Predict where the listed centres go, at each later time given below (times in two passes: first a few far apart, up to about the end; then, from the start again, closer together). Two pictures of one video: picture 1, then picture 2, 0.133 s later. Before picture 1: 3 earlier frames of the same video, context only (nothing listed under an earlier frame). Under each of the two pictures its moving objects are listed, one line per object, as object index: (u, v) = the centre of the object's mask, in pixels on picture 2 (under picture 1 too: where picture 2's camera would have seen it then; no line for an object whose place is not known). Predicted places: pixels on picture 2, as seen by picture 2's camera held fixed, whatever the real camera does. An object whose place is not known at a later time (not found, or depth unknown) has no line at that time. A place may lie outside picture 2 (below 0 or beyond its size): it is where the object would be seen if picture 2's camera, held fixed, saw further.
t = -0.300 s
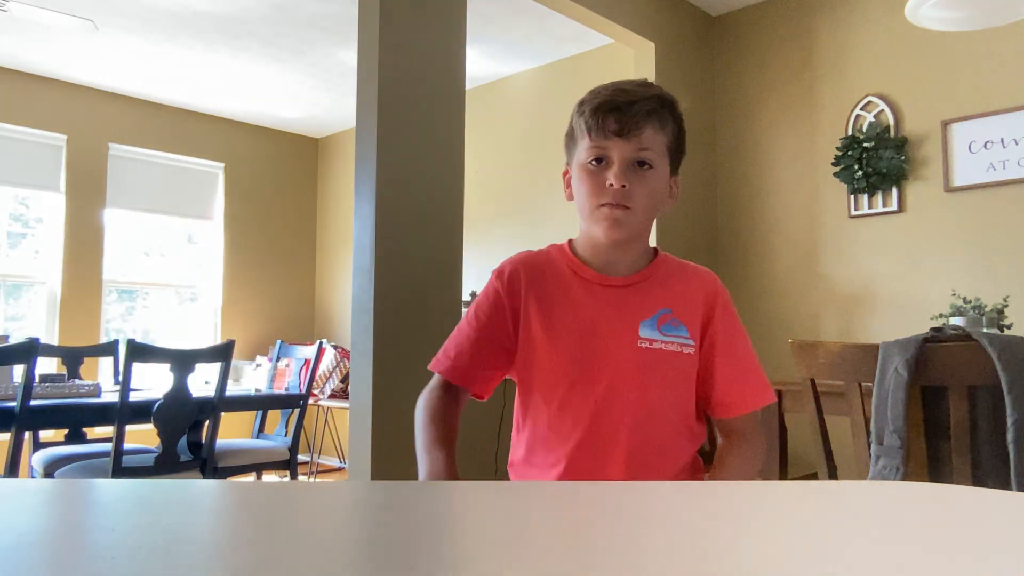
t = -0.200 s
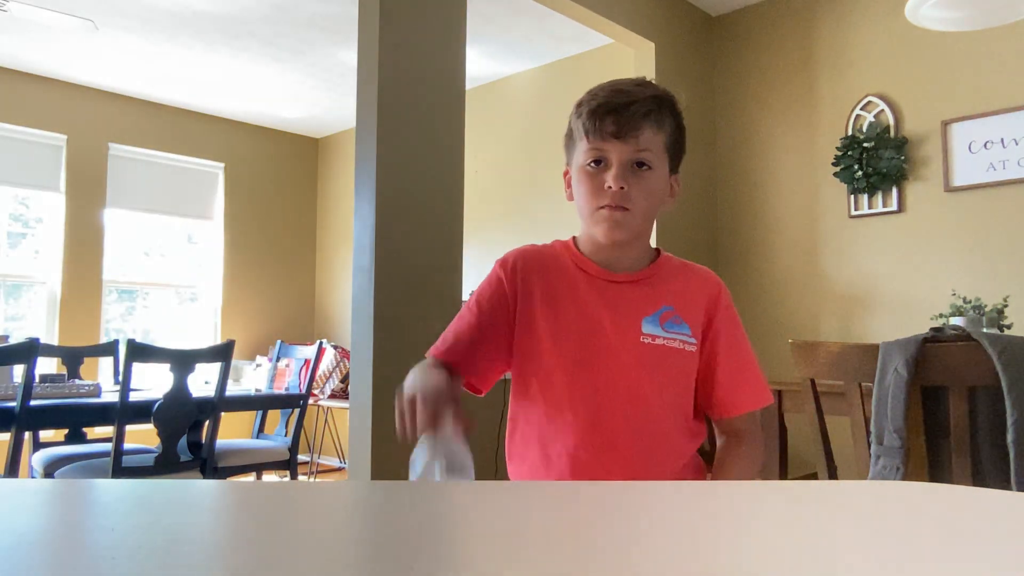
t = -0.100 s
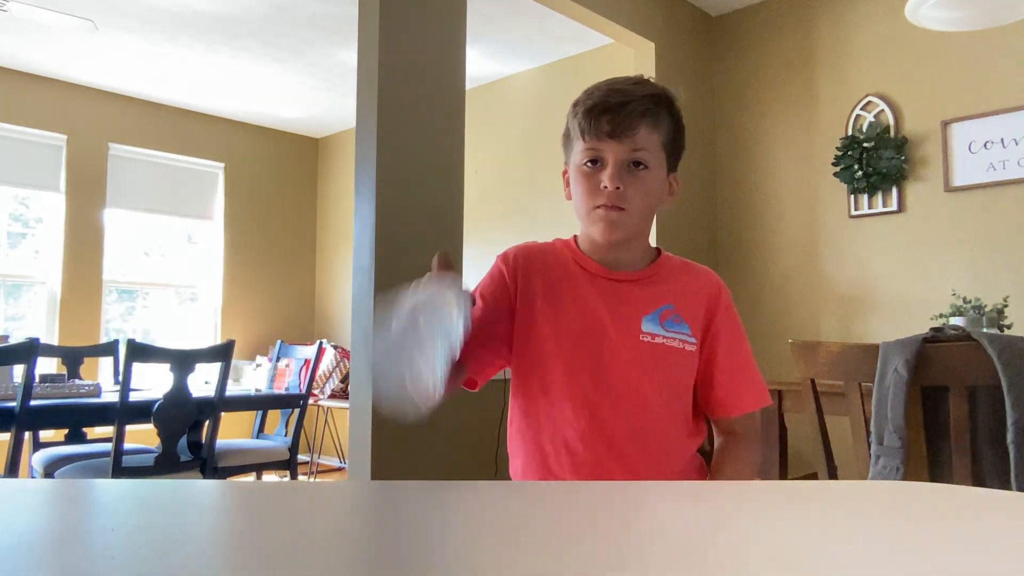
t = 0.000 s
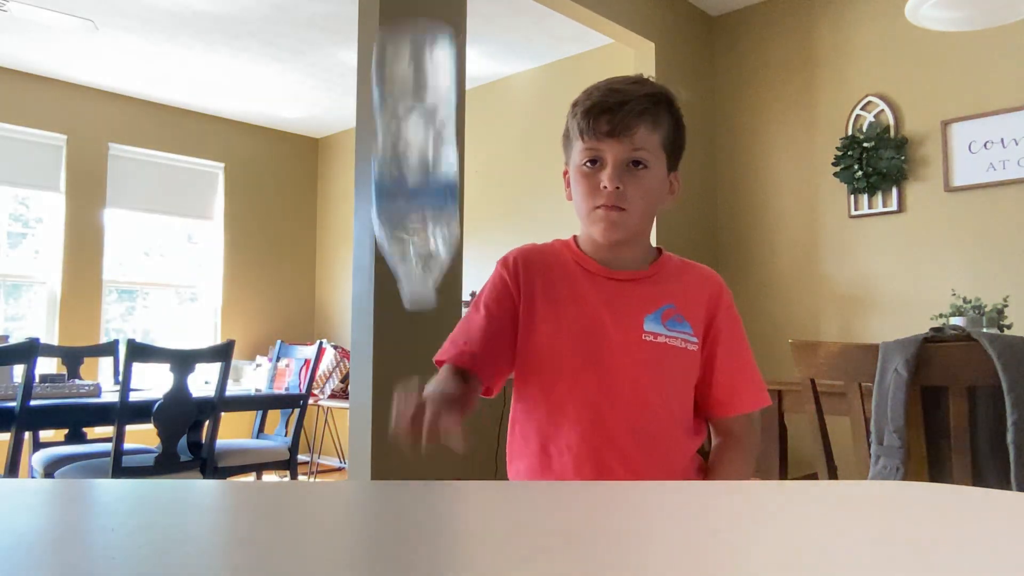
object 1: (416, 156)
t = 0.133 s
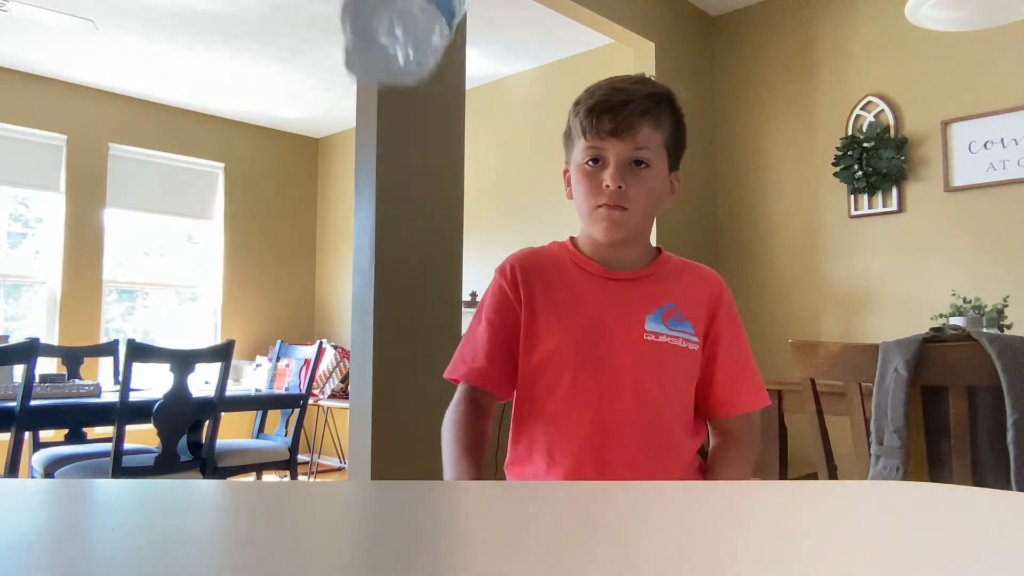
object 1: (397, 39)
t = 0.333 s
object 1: (385, 307)
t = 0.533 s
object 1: (361, 498)
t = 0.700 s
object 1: (356, 498)
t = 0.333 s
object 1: (385, 307)
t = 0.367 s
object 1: (384, 426)
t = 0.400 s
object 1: (366, 488)
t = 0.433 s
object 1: (364, 494)
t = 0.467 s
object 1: (362, 495)
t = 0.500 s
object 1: (361, 498)
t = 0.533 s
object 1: (361, 498)
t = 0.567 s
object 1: (359, 499)
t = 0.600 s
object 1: (356, 500)
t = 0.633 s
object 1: (356, 500)
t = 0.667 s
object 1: (356, 500)
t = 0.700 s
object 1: (356, 498)
